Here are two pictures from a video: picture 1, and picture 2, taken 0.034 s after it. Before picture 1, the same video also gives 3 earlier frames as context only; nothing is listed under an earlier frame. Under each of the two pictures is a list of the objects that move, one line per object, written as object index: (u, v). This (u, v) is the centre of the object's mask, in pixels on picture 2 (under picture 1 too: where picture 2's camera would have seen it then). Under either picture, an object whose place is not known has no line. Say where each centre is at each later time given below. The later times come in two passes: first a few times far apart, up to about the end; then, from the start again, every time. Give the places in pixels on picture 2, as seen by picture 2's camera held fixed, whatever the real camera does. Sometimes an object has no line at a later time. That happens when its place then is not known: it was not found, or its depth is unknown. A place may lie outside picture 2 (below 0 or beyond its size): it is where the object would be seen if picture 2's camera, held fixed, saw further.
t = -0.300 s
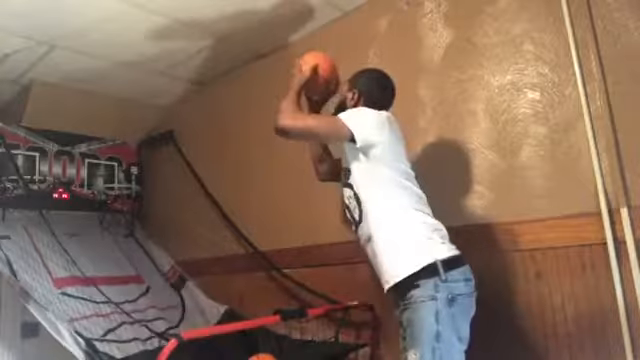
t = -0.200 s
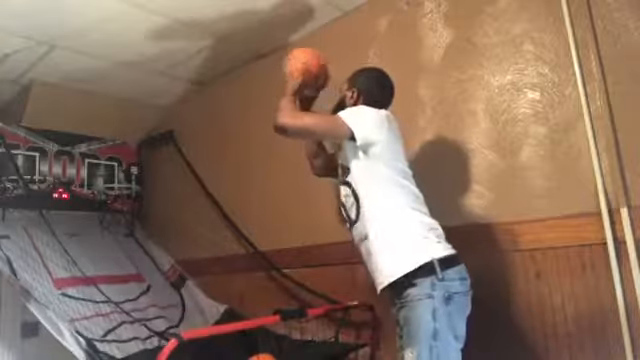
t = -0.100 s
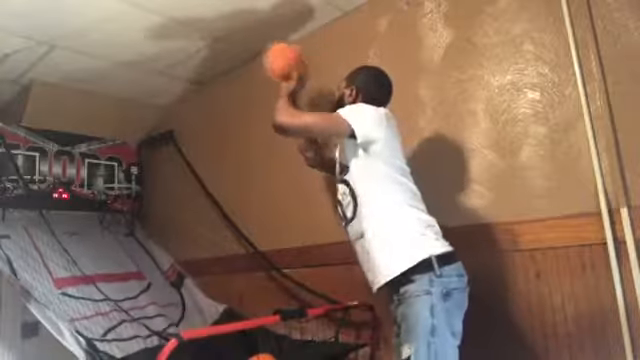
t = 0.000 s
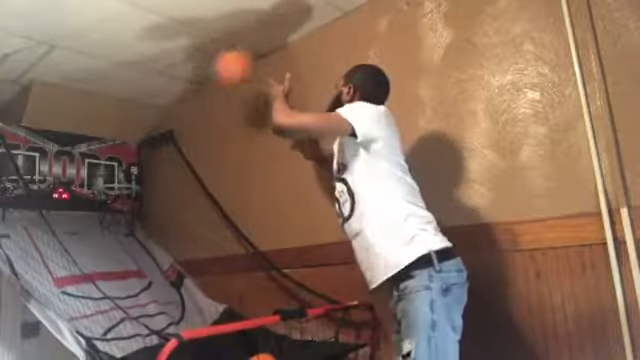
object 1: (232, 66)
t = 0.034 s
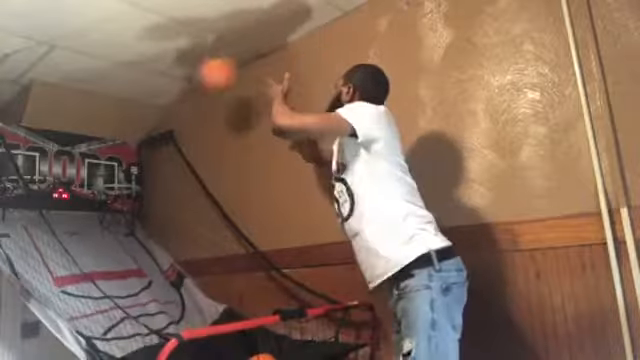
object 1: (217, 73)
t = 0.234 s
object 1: (141, 135)
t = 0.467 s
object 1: (124, 205)
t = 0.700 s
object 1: (151, 253)
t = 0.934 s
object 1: (177, 292)
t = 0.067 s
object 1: (203, 81)
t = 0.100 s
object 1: (189, 89)
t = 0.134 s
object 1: (176, 99)
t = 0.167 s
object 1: (163, 110)
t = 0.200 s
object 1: (153, 122)
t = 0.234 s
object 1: (141, 135)
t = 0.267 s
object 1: (130, 148)
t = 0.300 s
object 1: (124, 160)
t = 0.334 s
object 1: (113, 179)
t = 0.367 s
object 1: (109, 186)
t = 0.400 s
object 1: (117, 199)
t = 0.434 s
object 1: (118, 200)
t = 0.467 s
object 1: (124, 205)
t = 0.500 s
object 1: (125, 207)
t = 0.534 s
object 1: (128, 212)
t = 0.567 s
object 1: (139, 223)
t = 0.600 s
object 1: (142, 231)
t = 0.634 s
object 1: (144, 240)
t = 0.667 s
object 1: (147, 246)
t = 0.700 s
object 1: (151, 253)
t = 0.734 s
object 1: (155, 256)
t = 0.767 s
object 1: (160, 260)
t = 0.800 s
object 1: (163, 264)
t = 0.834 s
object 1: (169, 272)
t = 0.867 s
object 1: (173, 279)
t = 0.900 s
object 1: (175, 285)
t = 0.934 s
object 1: (177, 292)
